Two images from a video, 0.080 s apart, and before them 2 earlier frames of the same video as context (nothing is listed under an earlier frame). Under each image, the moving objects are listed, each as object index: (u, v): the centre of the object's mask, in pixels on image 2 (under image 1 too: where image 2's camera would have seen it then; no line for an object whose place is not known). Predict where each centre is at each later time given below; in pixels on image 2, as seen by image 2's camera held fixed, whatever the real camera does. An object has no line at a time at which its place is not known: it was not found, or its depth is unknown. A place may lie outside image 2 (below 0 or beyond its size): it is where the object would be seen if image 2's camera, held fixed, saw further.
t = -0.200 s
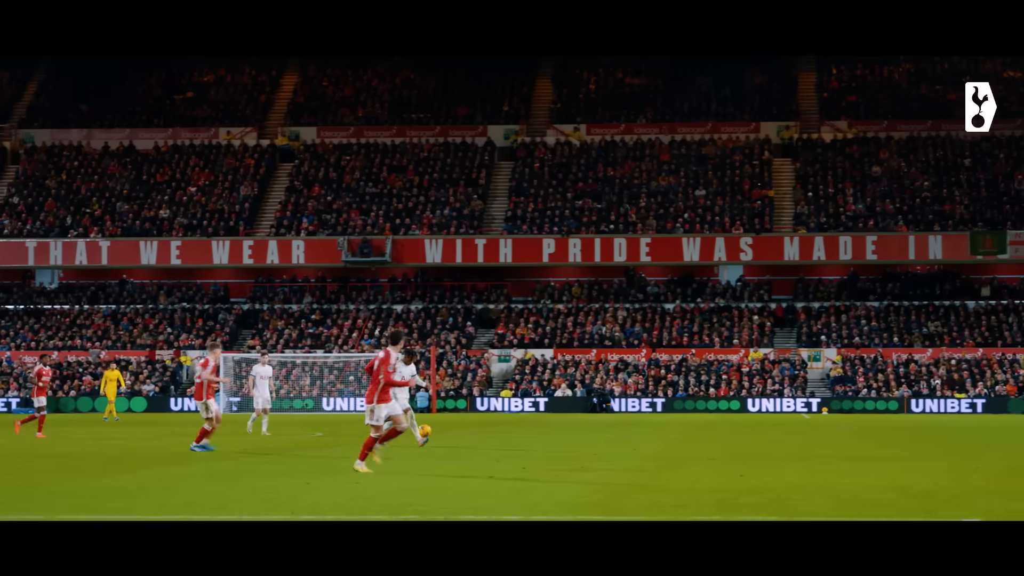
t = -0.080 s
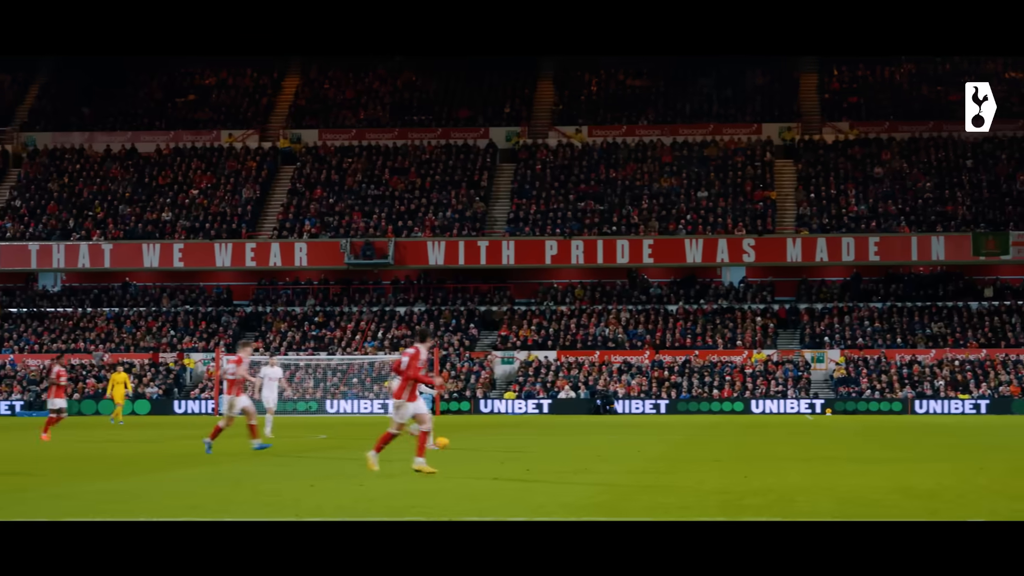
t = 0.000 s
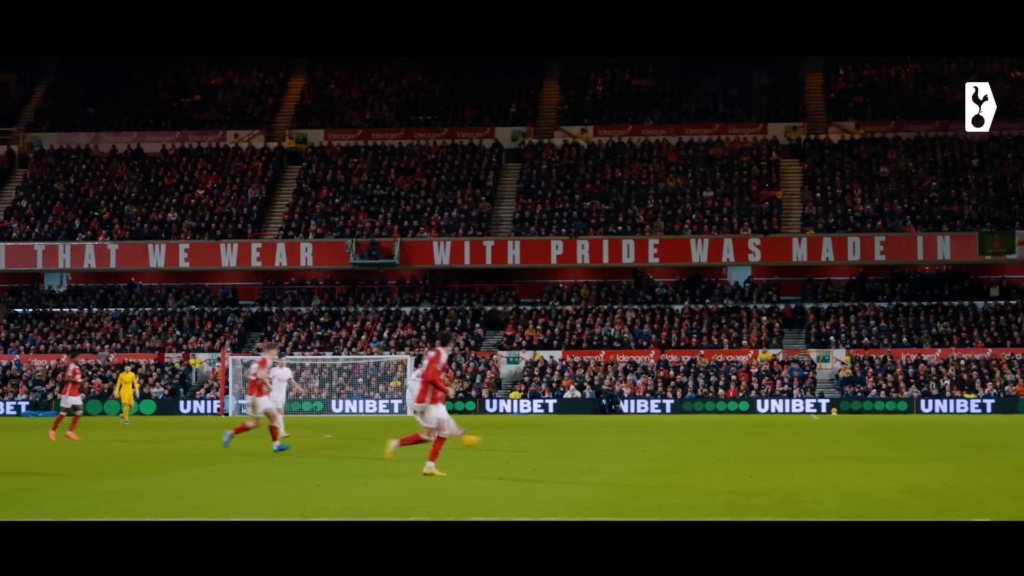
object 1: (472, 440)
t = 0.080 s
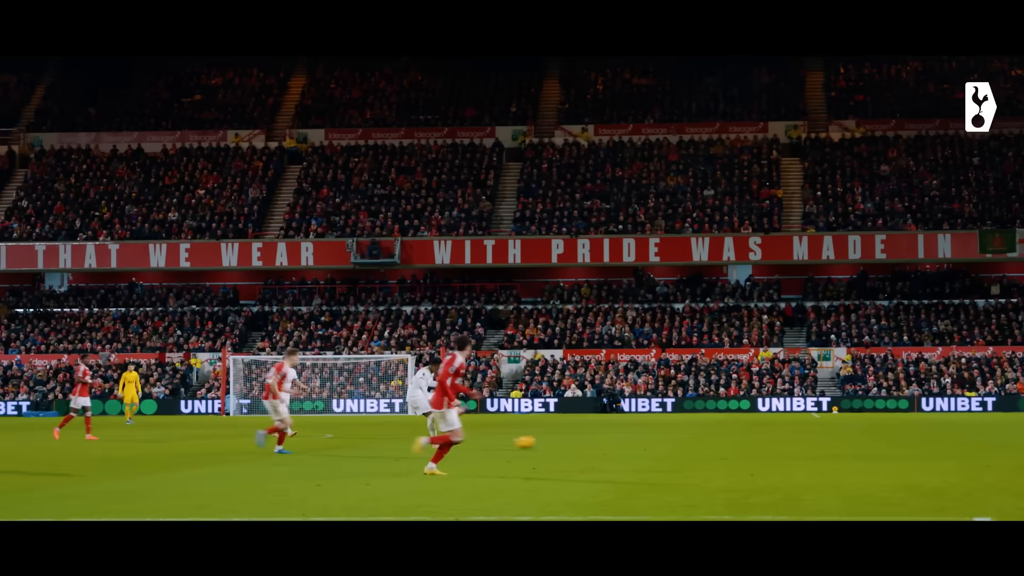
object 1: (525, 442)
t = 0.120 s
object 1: (550, 442)
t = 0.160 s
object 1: (575, 442)
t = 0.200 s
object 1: (600, 444)
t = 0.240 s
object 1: (623, 446)
